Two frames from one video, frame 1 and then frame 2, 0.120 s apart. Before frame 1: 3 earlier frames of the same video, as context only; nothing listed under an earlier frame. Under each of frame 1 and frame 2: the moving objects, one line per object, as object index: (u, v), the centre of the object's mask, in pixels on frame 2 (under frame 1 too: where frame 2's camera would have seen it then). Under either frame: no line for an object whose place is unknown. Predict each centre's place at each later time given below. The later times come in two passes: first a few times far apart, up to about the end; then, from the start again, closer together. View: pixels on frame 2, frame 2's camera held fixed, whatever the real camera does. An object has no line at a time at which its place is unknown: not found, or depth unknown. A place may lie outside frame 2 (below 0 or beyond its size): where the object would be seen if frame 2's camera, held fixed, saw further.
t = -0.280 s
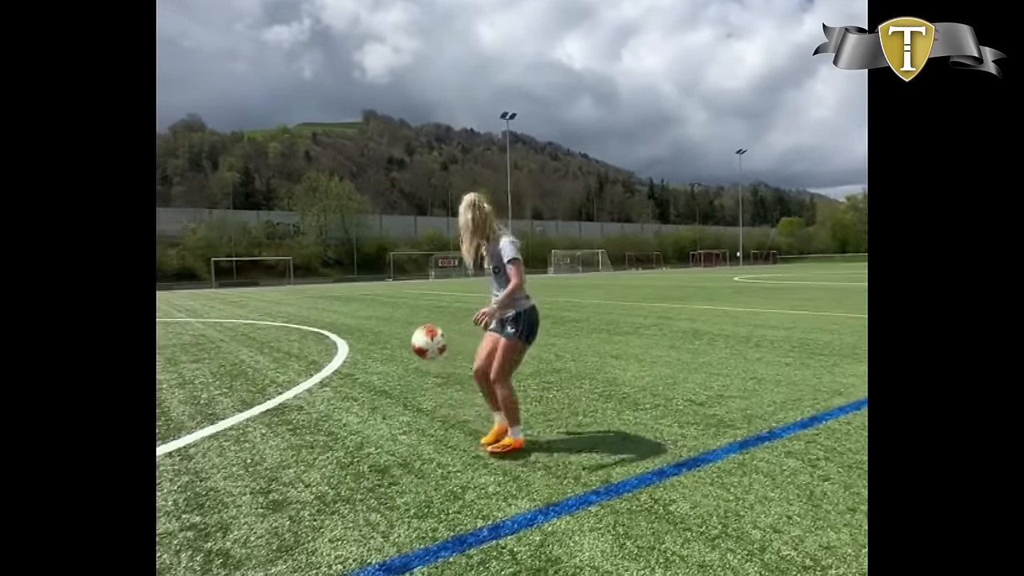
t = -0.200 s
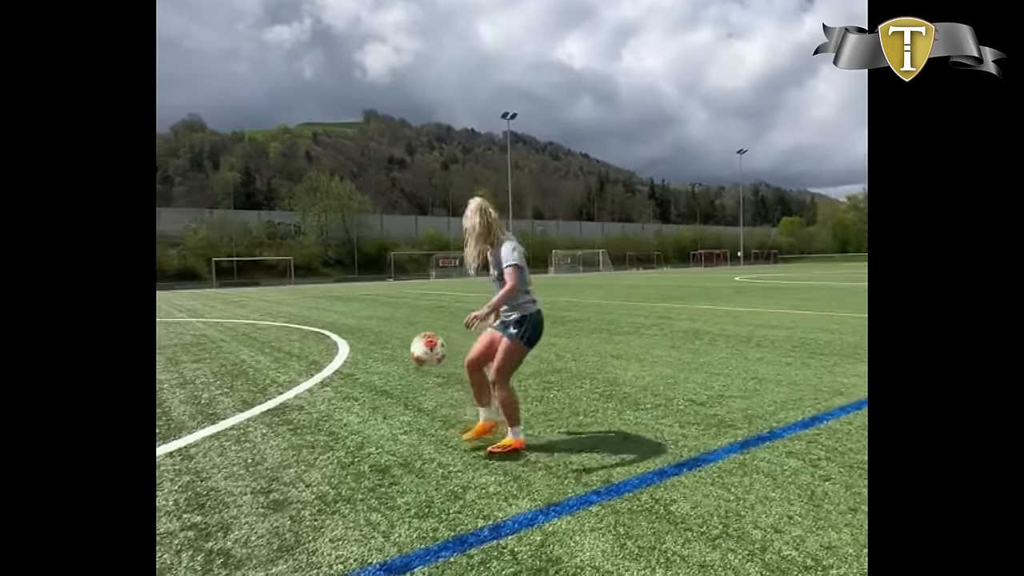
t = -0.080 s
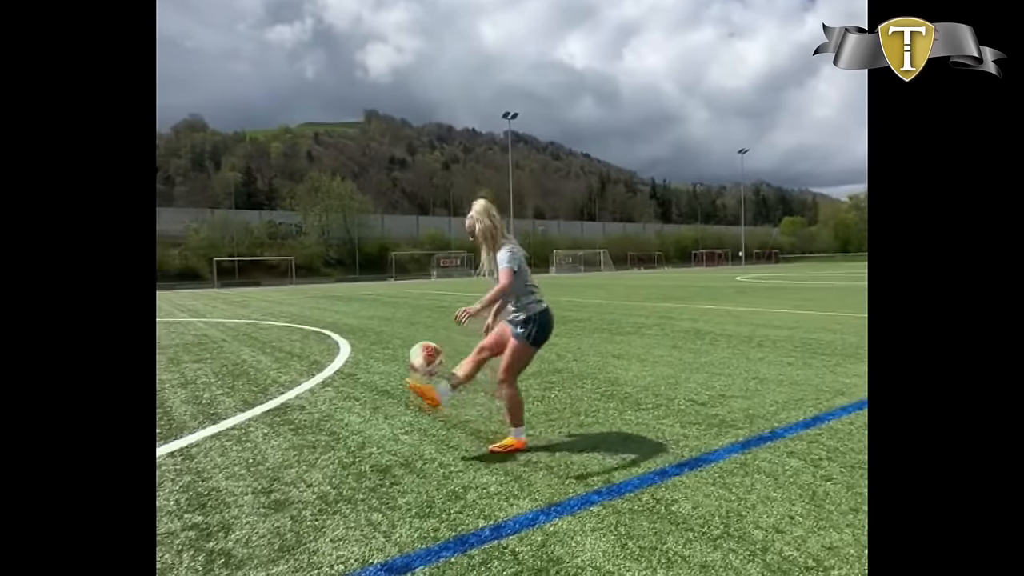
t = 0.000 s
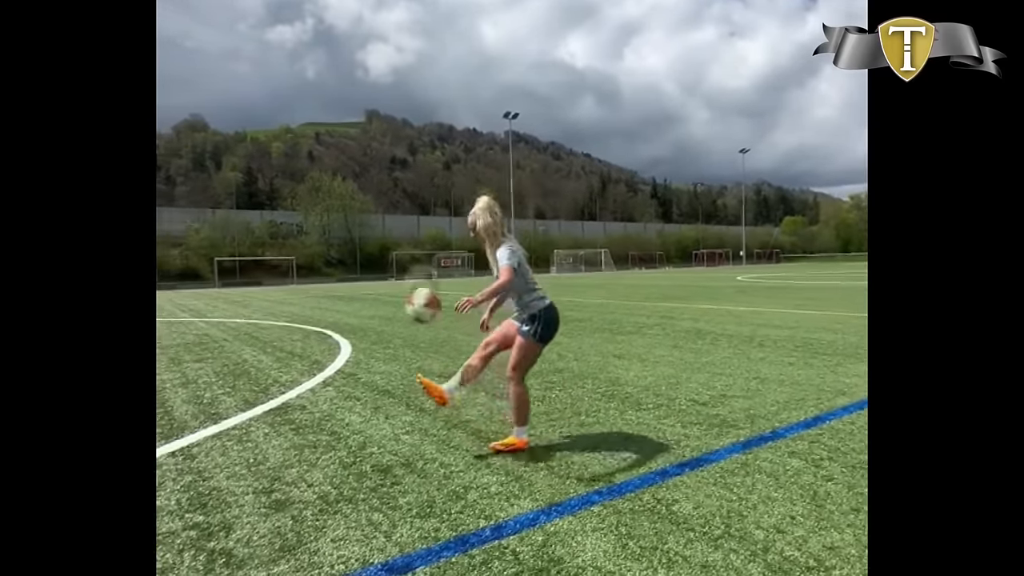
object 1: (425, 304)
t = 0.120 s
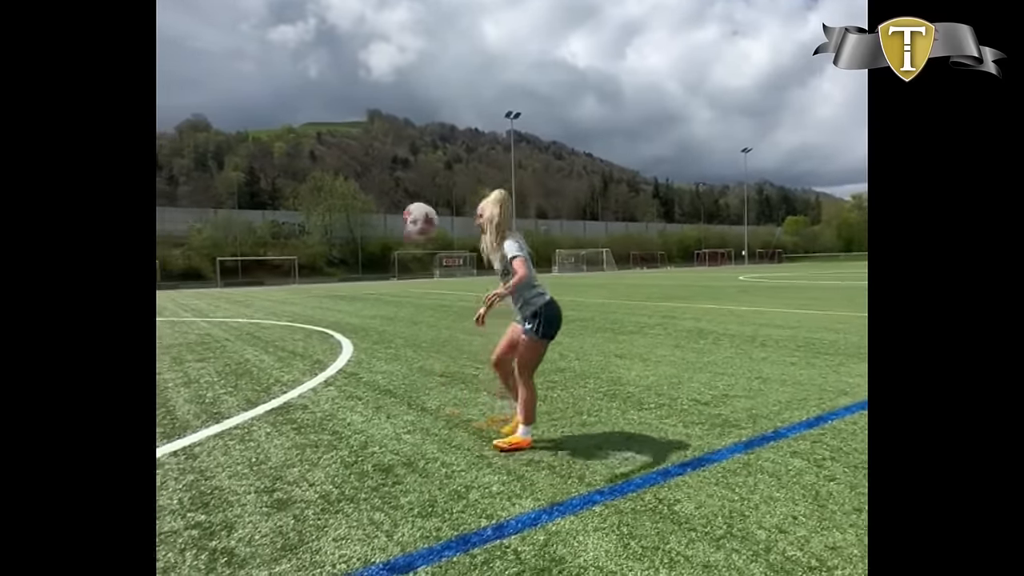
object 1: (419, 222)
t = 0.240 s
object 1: (415, 169)
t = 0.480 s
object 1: (411, 135)
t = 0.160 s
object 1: (418, 202)
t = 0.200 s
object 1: (417, 188)
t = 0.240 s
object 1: (415, 169)
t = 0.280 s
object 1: (414, 158)
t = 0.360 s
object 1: (413, 140)
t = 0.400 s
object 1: (413, 134)
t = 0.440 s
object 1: (412, 134)
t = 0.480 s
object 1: (411, 135)
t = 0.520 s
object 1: (410, 138)
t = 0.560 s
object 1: (410, 146)
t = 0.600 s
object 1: (409, 152)
